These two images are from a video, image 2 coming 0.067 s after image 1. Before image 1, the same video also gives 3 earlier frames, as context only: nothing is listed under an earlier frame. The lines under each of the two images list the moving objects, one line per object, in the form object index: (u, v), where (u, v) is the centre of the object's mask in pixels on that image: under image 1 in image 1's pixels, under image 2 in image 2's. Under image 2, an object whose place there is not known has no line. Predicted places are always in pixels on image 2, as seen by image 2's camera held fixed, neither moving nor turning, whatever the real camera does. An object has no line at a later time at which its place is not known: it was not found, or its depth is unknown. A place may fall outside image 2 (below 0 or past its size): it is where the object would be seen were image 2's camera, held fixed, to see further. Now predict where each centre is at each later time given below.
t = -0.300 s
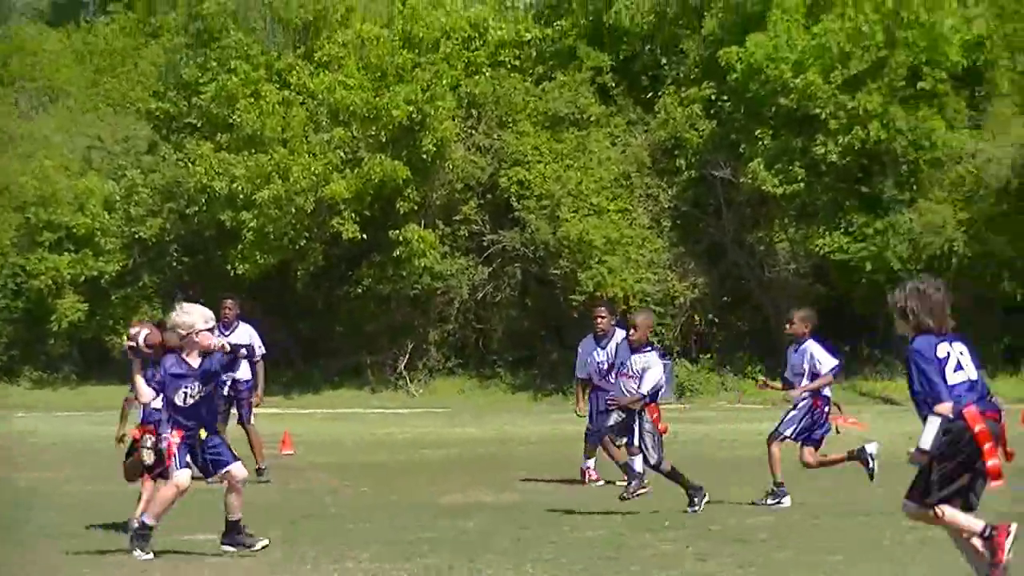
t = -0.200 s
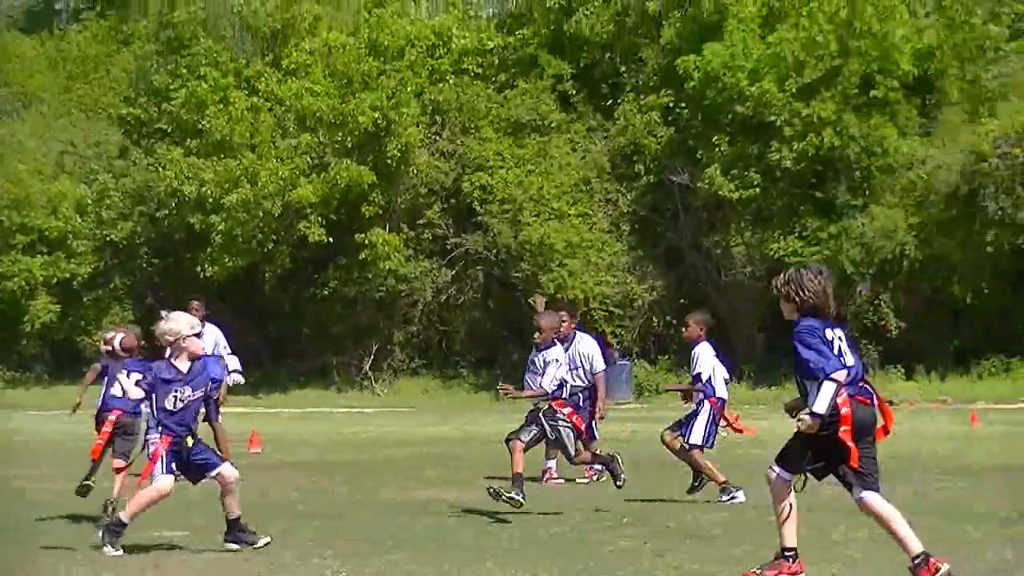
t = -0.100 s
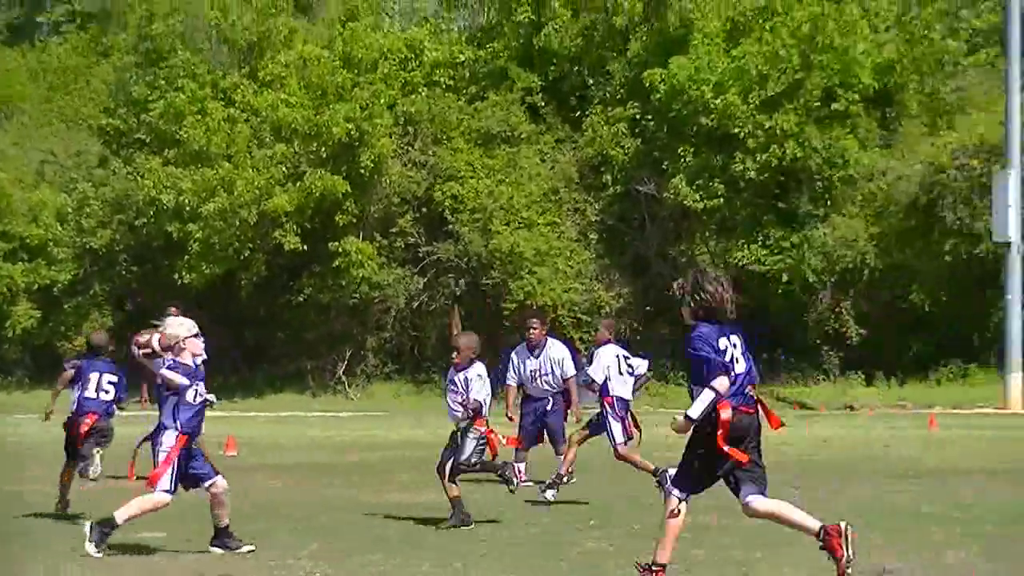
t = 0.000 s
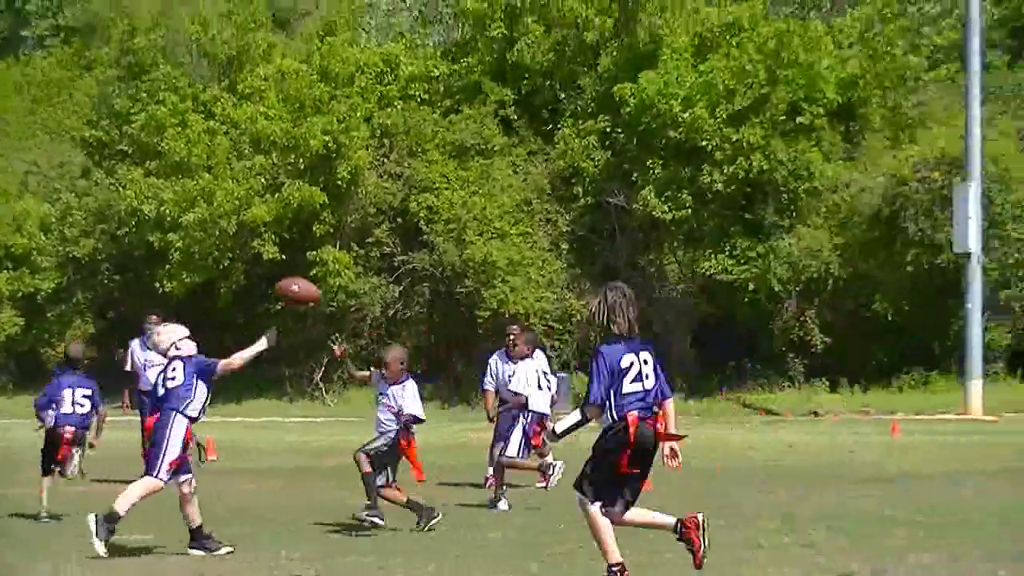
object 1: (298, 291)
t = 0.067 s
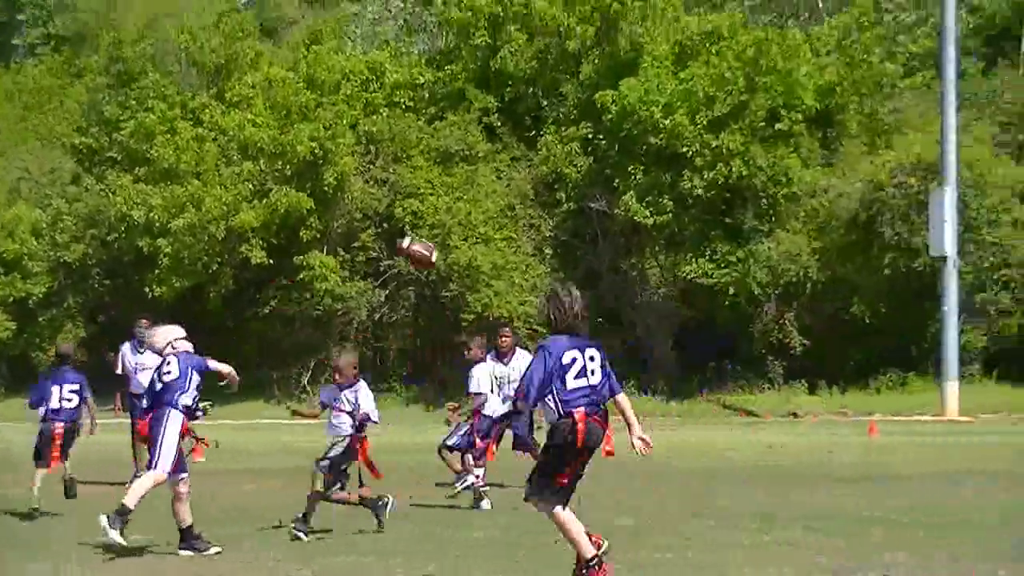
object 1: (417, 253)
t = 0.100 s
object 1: (481, 234)
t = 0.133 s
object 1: (545, 217)
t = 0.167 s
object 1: (605, 203)
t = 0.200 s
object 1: (667, 194)
